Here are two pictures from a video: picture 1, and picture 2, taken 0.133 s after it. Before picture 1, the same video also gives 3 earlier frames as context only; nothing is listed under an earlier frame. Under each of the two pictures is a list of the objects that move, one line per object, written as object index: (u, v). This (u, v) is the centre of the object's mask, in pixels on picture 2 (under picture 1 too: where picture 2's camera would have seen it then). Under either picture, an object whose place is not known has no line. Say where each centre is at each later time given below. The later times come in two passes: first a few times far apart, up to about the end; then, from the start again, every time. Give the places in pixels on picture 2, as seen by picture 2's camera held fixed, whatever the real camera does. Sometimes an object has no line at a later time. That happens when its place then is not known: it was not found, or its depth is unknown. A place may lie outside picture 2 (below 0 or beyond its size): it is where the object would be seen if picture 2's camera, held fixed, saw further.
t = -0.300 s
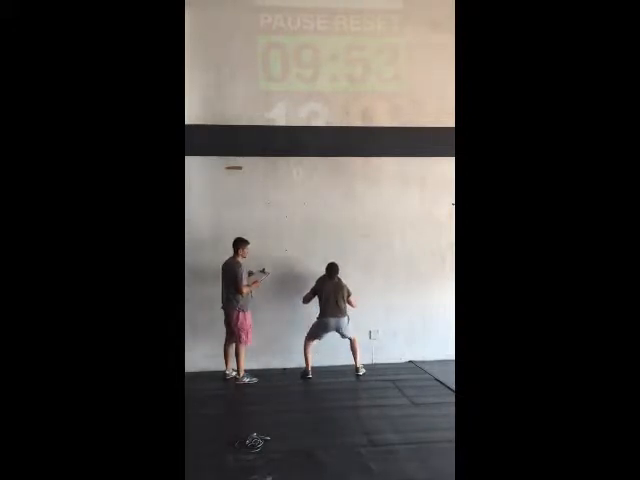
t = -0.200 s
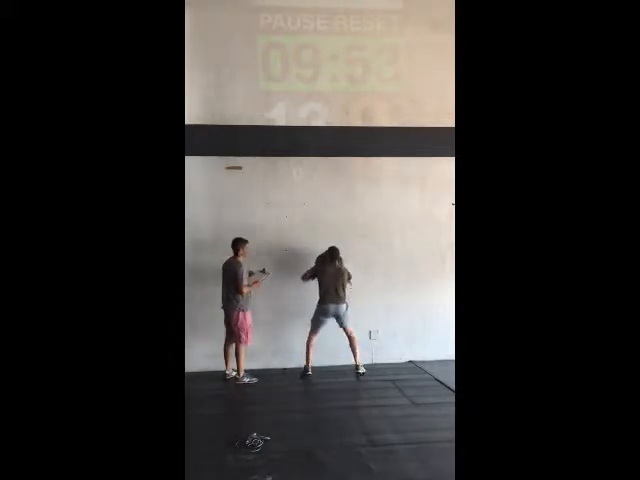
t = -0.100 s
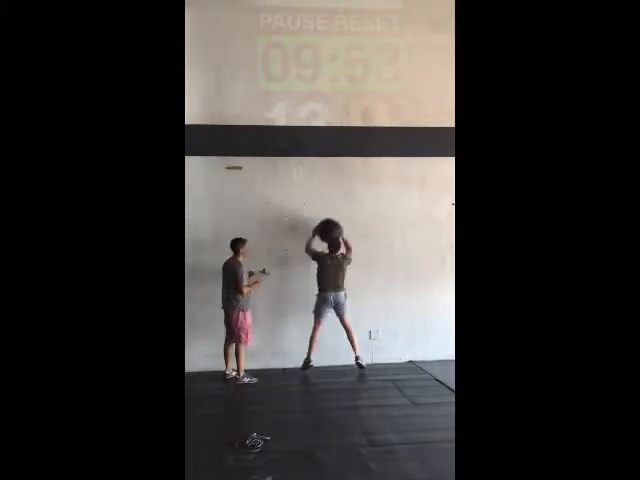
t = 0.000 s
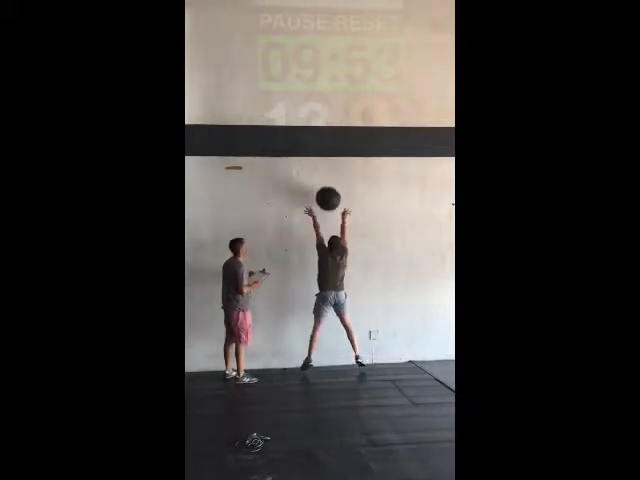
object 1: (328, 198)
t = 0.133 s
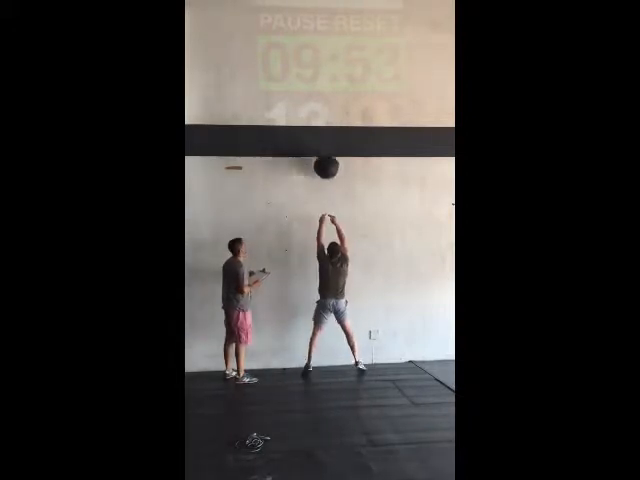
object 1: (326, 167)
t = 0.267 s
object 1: (324, 149)
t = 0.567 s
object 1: (324, 149)
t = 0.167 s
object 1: (325, 161)
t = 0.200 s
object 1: (325, 158)
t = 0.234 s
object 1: (326, 154)
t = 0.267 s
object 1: (324, 149)
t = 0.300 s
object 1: (325, 147)
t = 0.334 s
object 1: (325, 146)
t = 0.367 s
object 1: (325, 146)
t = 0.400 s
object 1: (325, 146)
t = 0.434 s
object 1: (325, 147)
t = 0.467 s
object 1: (325, 147)
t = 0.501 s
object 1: (325, 147)
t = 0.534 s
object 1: (325, 147)
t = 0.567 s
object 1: (324, 149)
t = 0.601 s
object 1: (324, 154)
